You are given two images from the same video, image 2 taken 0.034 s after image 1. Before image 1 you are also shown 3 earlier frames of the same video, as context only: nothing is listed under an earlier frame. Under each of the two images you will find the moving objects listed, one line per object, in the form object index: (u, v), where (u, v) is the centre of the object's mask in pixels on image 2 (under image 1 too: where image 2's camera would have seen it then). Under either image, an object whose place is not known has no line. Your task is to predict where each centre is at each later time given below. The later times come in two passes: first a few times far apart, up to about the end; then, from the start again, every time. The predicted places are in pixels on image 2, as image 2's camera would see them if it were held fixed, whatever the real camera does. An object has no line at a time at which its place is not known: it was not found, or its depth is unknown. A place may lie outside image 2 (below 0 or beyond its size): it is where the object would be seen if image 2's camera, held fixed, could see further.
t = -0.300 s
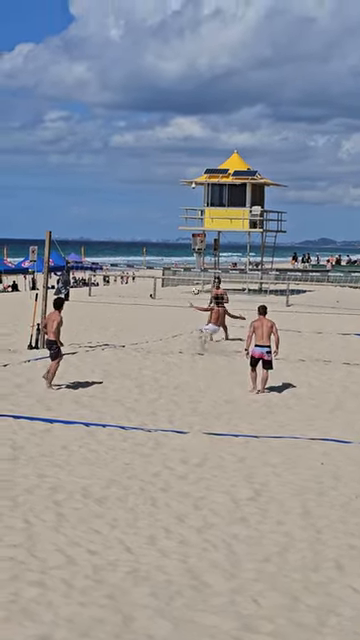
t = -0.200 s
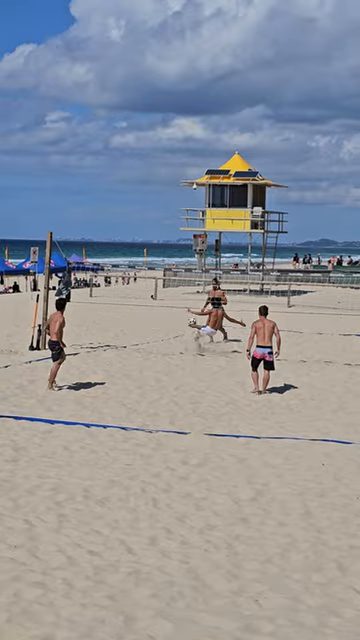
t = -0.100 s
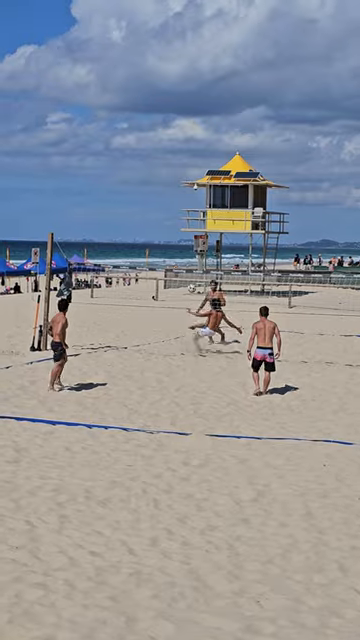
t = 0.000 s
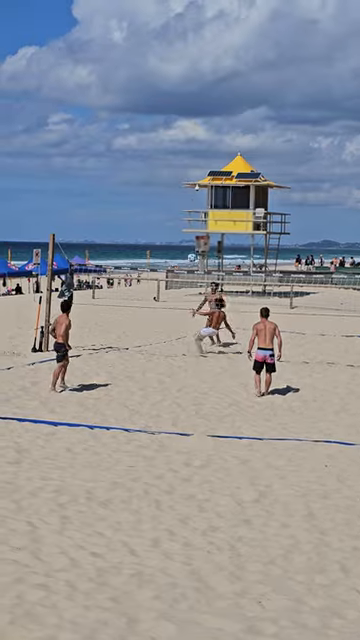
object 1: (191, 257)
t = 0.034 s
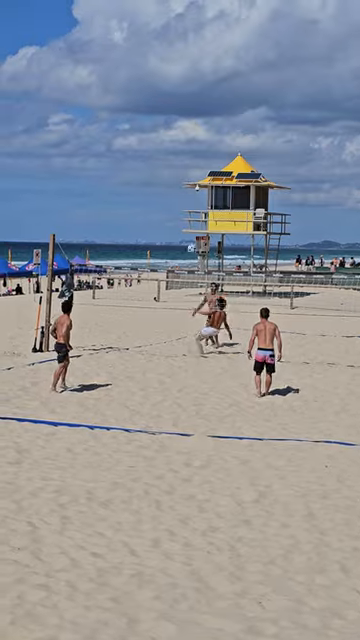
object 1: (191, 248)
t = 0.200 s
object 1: (188, 206)
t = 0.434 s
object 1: (184, 167)
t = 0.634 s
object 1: (180, 150)
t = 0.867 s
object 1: (175, 151)
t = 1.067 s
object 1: (170, 169)
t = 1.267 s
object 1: (166, 204)
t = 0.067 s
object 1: (191, 239)
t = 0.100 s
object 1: (190, 230)
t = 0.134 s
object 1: (189, 222)
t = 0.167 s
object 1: (188, 213)
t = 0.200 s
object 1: (188, 206)
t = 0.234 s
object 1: (187, 199)
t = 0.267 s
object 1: (187, 193)
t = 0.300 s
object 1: (186, 186)
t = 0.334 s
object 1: (185, 181)
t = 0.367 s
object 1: (185, 176)
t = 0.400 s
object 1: (185, 171)
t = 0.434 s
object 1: (184, 167)
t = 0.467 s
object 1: (183, 163)
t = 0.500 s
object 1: (182, 159)
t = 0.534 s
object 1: (182, 156)
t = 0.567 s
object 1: (181, 154)
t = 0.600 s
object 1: (181, 152)
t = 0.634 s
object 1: (180, 150)
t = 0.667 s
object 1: (179, 149)
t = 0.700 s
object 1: (179, 148)
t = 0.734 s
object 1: (178, 149)
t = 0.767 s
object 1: (177, 148)
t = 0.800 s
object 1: (177, 148)
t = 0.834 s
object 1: (176, 150)
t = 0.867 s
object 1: (175, 151)
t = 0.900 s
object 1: (174, 153)
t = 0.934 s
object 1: (173, 156)
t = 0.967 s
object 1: (173, 158)
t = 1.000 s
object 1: (172, 162)
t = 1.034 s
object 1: (171, 165)
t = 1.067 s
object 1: (170, 169)
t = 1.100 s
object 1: (170, 174)
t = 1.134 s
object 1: (169, 179)
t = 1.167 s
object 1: (168, 185)
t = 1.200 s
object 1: (167, 191)
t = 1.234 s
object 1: (167, 196)
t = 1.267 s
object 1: (166, 204)
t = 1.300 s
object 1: (165, 211)
